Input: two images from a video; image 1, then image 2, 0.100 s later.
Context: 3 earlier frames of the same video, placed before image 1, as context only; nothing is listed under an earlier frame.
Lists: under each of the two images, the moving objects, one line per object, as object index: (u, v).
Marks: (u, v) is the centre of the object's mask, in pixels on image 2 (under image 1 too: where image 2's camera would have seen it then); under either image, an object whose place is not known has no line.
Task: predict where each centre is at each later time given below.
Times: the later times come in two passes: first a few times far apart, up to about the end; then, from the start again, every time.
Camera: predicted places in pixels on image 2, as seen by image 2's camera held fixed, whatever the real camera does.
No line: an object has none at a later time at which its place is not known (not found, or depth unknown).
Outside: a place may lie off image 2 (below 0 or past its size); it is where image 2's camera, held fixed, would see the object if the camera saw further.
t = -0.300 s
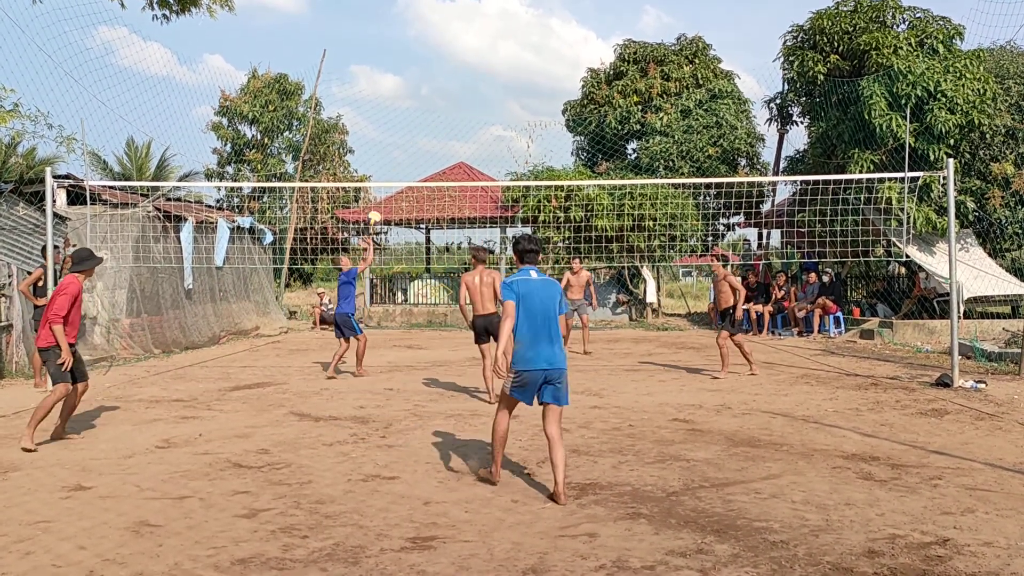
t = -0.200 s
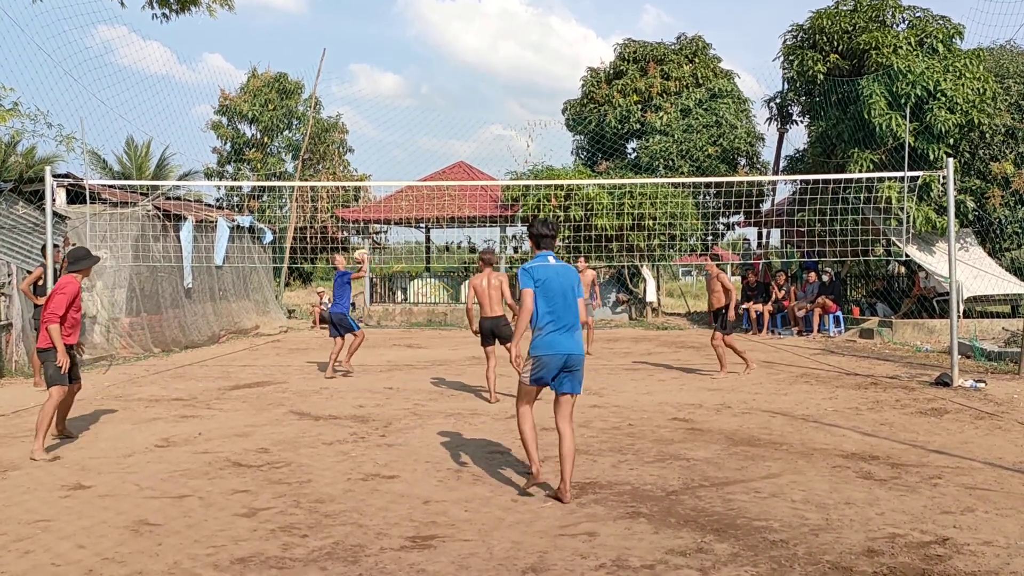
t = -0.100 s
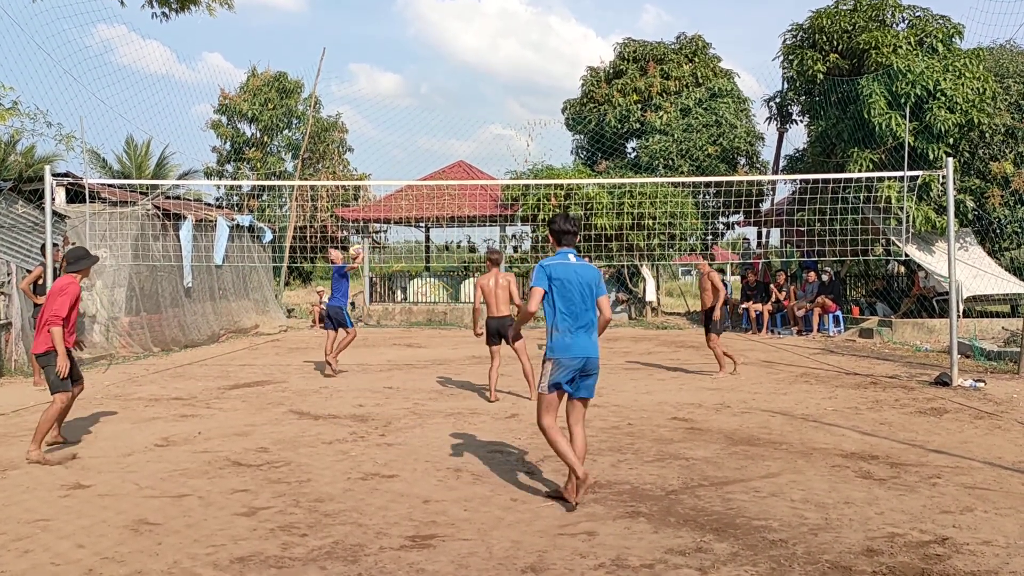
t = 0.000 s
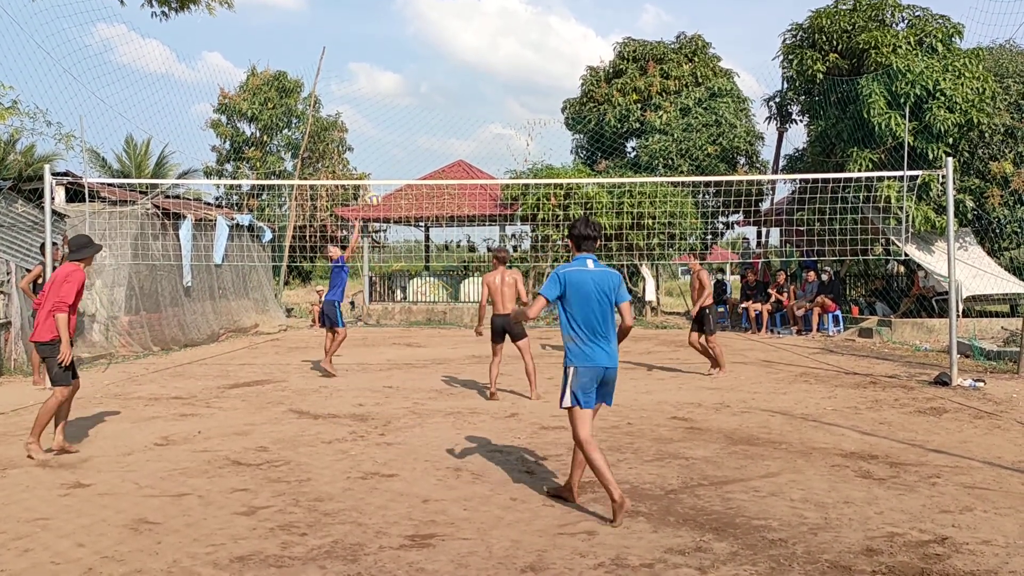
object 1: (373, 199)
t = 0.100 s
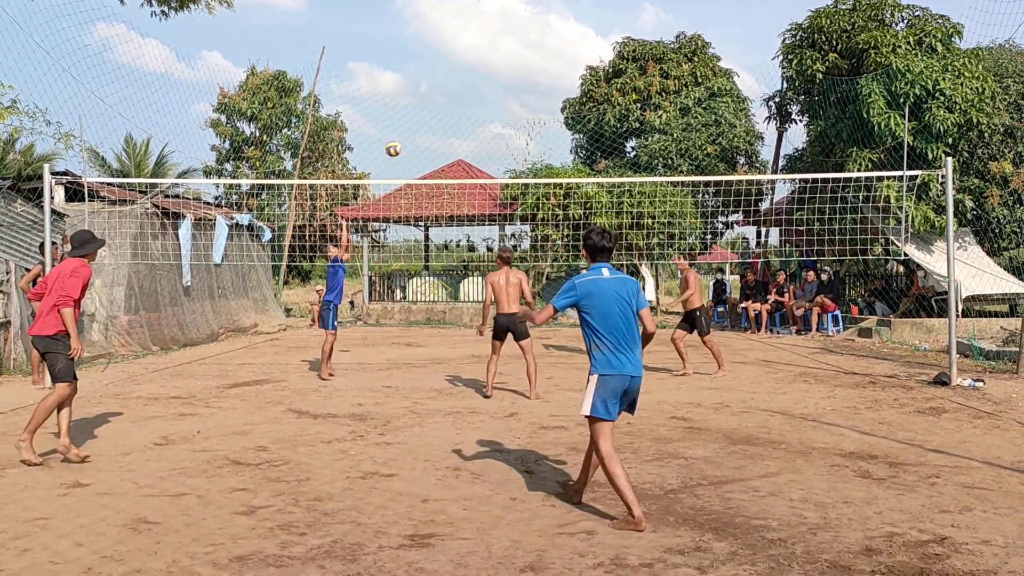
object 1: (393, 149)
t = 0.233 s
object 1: (421, 93)
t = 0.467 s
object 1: (469, 29)
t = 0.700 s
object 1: (517, 7)
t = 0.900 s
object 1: (557, 19)
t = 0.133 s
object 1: (400, 134)
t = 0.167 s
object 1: (407, 119)
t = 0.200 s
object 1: (414, 106)
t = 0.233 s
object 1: (421, 93)
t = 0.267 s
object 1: (428, 81)
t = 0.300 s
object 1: (434, 71)
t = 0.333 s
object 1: (441, 61)
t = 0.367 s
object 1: (448, 51)
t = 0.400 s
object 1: (455, 43)
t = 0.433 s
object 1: (462, 35)
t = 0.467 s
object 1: (469, 29)
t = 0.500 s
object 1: (475, 23)
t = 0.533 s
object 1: (482, 18)
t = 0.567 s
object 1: (489, 14)
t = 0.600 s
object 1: (496, 10)
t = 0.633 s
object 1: (503, 8)
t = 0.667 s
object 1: (510, 7)
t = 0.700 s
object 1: (517, 7)
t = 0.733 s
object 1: (524, 7)
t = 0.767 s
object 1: (530, 8)
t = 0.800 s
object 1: (537, 9)
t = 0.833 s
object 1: (544, 10)
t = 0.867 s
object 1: (551, 14)
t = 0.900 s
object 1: (557, 19)
